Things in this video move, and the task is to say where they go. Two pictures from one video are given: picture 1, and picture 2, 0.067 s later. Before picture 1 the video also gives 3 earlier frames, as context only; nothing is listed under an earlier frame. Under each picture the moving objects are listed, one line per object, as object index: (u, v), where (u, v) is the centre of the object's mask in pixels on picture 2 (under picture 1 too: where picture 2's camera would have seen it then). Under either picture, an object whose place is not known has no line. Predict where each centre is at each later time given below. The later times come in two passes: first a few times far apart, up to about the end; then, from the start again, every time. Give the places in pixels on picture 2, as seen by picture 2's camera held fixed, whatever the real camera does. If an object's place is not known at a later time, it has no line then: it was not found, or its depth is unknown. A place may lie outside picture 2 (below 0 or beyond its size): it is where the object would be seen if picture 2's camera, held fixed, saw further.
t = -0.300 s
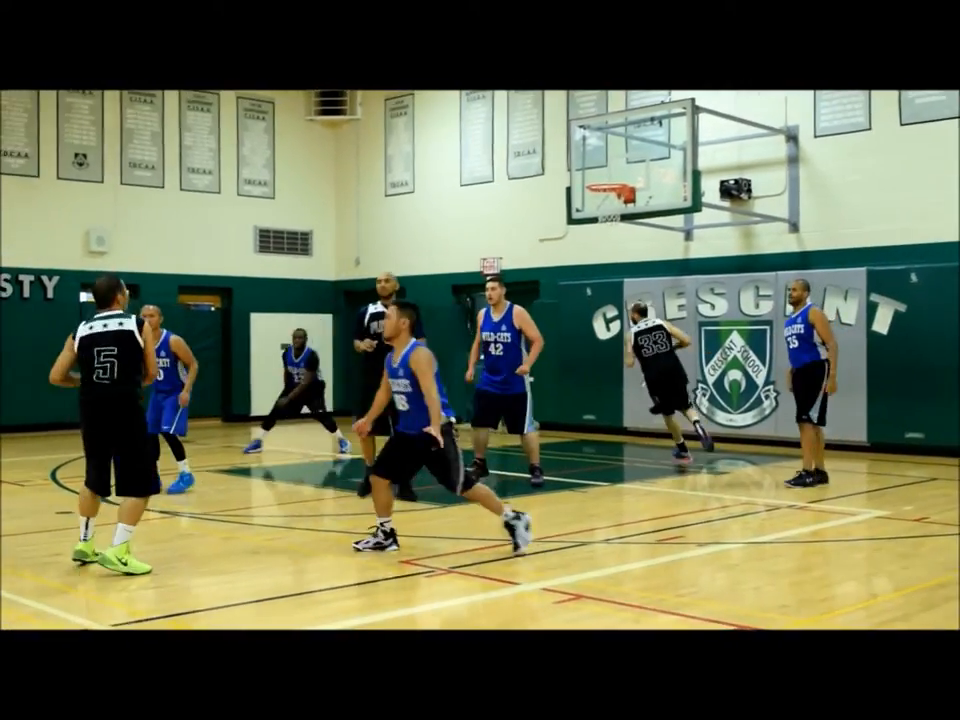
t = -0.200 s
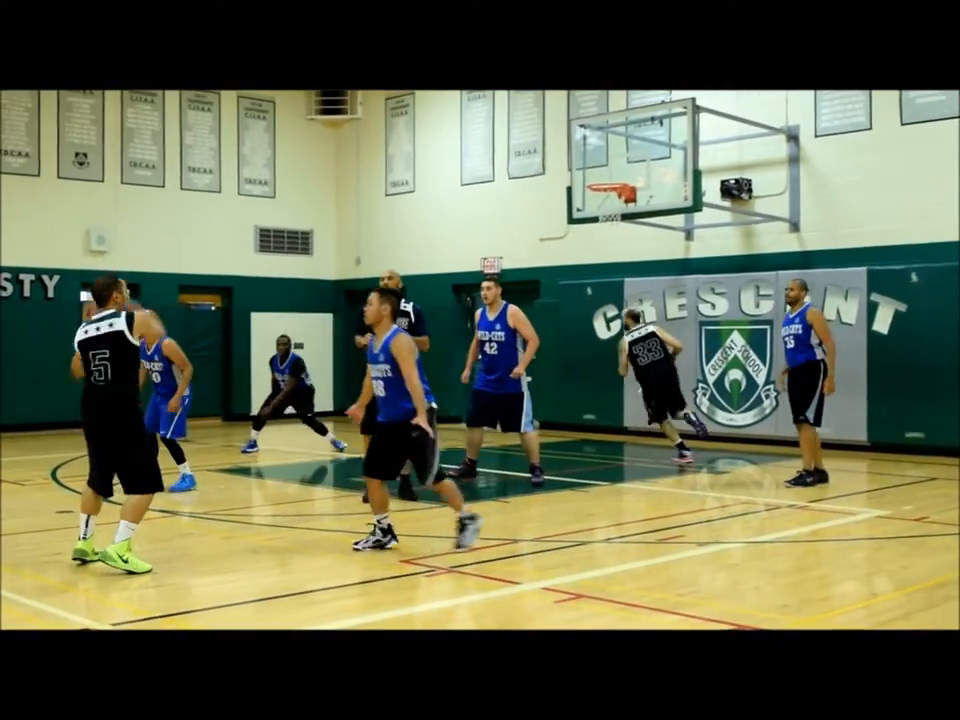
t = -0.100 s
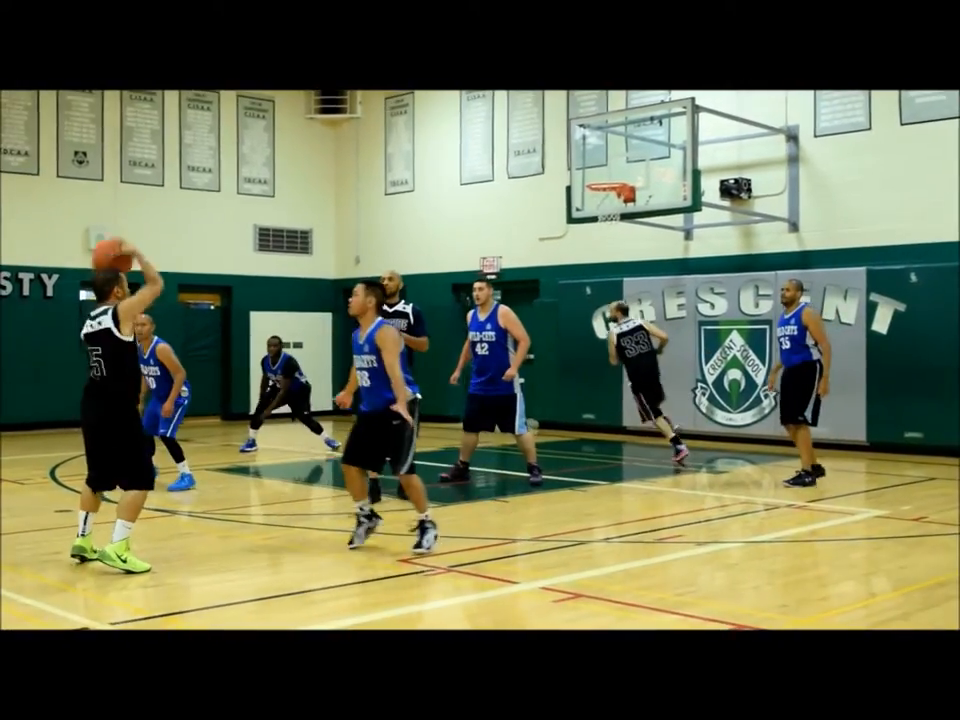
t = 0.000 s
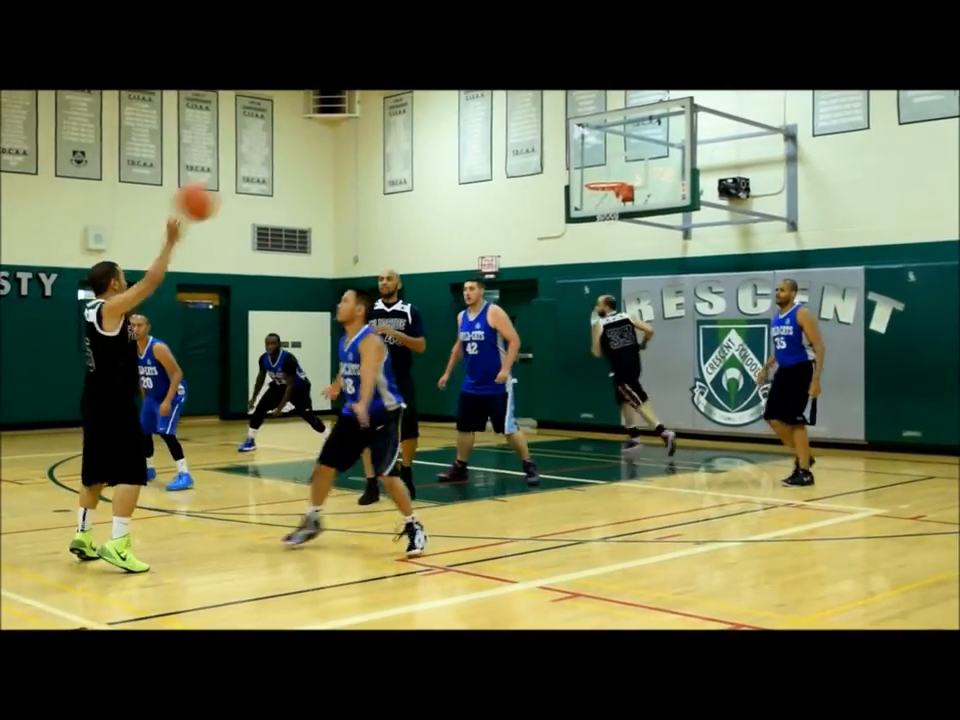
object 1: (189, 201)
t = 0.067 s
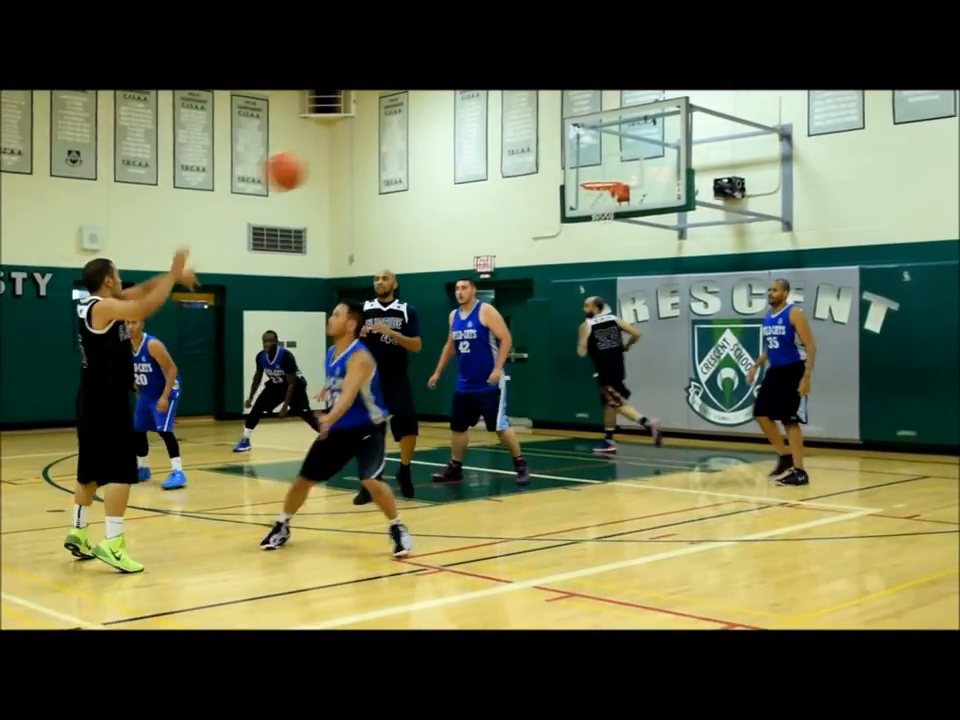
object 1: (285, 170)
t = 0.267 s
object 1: (570, 119)
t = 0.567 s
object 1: (994, 168)
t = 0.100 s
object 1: (331, 157)
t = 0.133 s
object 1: (377, 147)
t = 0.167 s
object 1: (425, 137)
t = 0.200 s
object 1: (474, 130)
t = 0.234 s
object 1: (522, 124)
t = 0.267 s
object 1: (570, 119)
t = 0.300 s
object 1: (617, 118)
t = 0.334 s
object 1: (663, 116)
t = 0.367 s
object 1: (713, 118)
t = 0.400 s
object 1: (761, 122)
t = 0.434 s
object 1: (808, 125)
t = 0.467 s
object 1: (856, 132)
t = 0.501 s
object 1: (904, 142)
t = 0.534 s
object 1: (951, 153)
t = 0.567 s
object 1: (994, 168)
